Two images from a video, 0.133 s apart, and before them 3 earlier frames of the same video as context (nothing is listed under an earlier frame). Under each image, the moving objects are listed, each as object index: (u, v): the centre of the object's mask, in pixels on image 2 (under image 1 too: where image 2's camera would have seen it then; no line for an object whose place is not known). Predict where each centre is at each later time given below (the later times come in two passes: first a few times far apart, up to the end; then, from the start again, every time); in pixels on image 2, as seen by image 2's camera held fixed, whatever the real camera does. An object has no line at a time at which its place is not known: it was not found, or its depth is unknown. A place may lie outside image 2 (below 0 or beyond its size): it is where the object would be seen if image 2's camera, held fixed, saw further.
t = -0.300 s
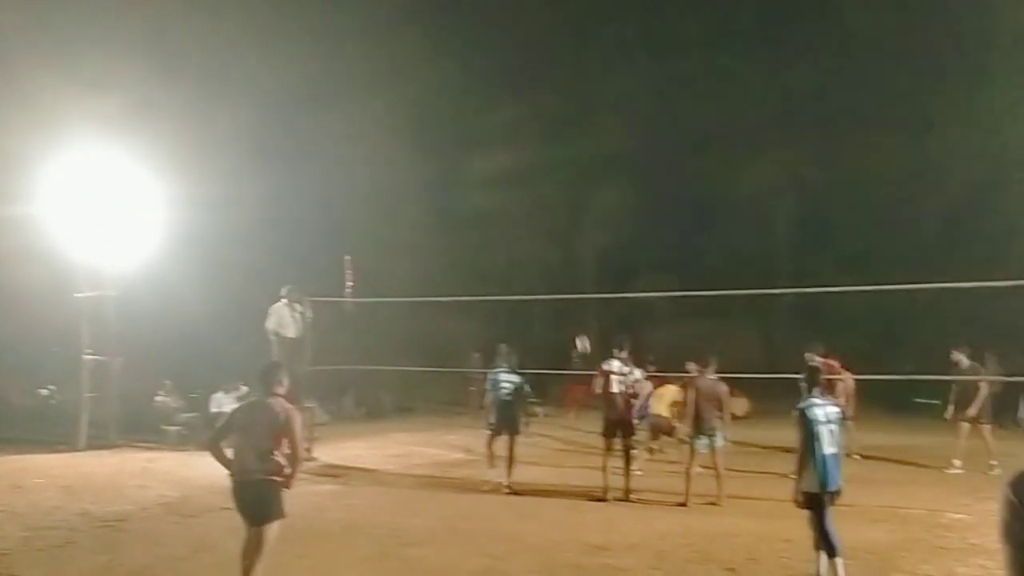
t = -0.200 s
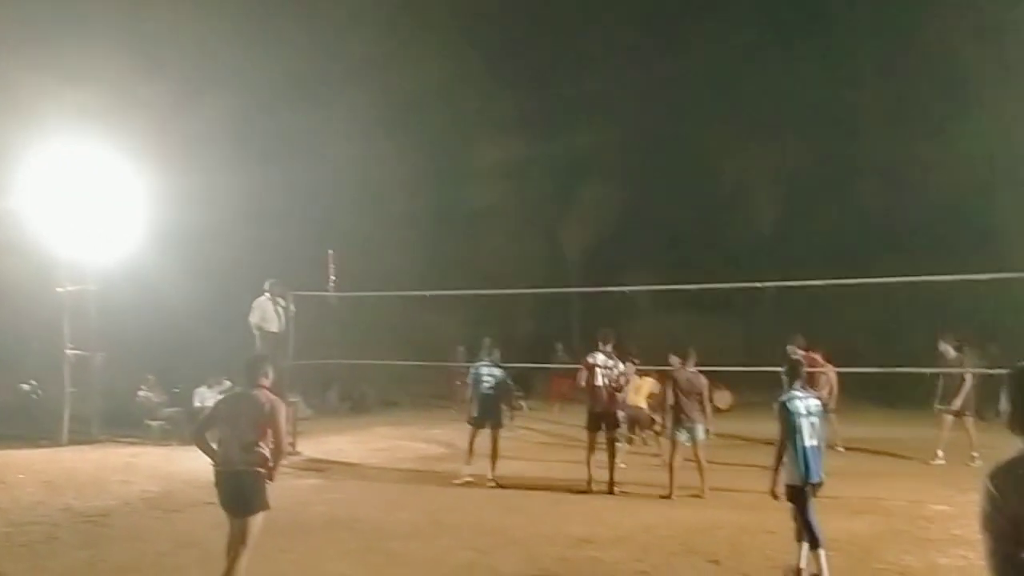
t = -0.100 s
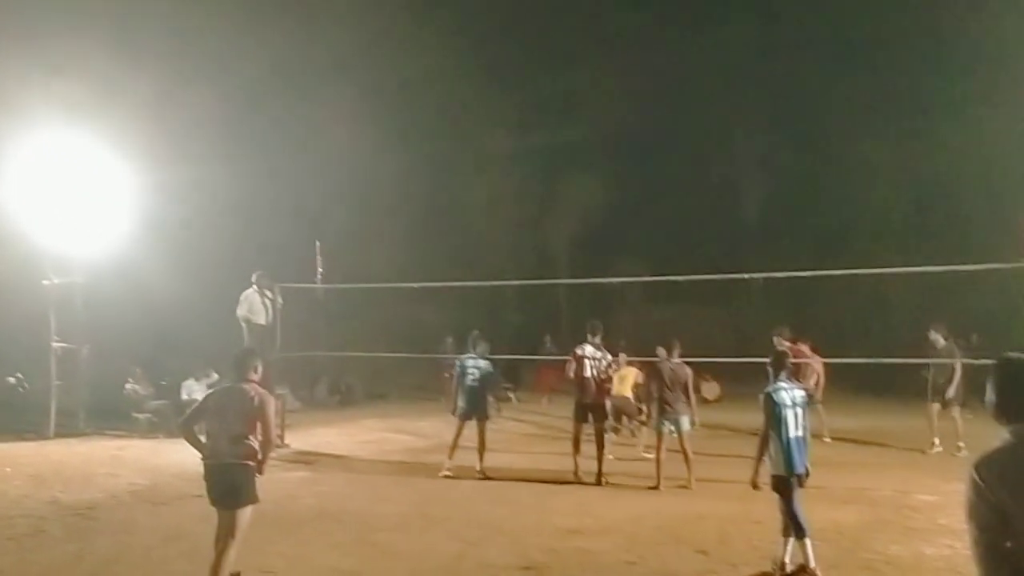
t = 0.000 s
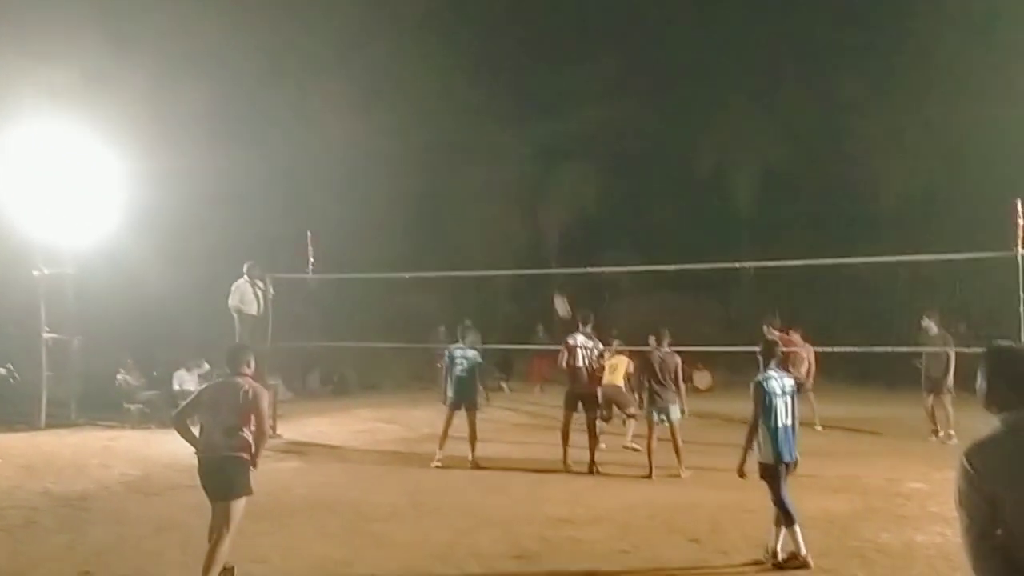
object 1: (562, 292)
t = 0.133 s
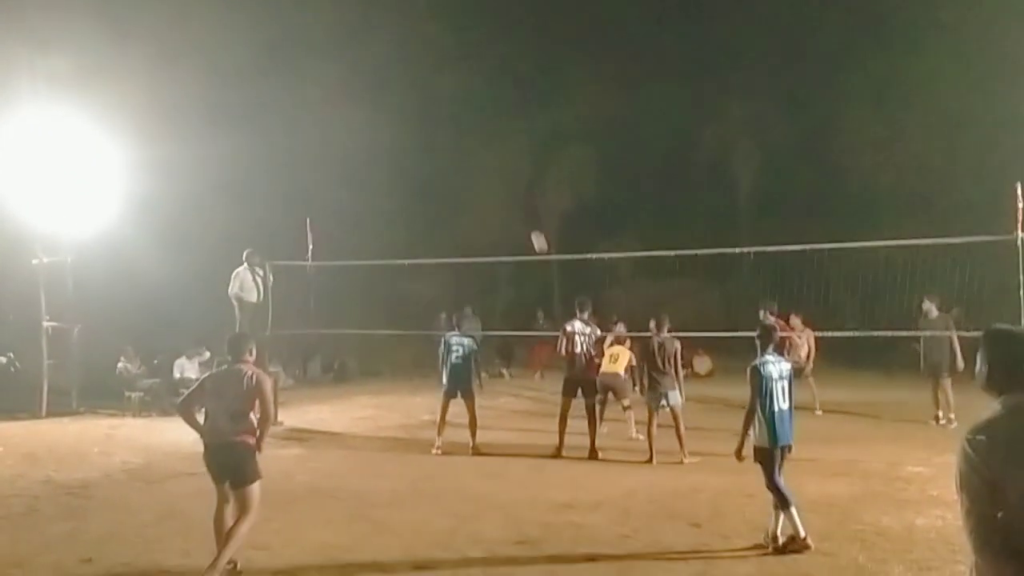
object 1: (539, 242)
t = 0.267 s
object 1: (516, 201)
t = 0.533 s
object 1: (472, 149)
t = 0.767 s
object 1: (433, 136)
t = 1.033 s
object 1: (388, 163)
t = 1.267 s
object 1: (350, 223)
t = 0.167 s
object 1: (533, 231)
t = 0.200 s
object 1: (528, 220)
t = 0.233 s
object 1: (522, 210)
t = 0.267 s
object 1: (516, 201)
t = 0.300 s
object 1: (511, 192)
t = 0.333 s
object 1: (505, 184)
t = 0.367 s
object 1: (499, 176)
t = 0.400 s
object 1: (493, 169)
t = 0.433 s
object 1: (488, 163)
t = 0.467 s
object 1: (483, 157)
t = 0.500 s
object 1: (477, 152)
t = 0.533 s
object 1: (472, 149)
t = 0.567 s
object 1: (466, 145)
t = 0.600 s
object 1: (460, 141)
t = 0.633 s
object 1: (454, 139)
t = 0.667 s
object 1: (449, 137)
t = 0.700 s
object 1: (443, 136)
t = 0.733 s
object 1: (438, 135)
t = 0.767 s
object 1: (433, 136)
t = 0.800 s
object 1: (427, 138)
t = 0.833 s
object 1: (421, 139)
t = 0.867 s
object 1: (416, 141)
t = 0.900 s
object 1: (410, 144)
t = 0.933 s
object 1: (405, 147)
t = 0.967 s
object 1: (399, 152)
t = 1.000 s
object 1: (394, 157)
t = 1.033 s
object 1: (388, 163)
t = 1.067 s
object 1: (383, 169)
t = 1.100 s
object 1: (377, 176)
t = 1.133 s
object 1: (371, 184)
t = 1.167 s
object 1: (366, 192)
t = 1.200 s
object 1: (360, 202)
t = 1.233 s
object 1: (355, 211)
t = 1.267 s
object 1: (350, 223)
